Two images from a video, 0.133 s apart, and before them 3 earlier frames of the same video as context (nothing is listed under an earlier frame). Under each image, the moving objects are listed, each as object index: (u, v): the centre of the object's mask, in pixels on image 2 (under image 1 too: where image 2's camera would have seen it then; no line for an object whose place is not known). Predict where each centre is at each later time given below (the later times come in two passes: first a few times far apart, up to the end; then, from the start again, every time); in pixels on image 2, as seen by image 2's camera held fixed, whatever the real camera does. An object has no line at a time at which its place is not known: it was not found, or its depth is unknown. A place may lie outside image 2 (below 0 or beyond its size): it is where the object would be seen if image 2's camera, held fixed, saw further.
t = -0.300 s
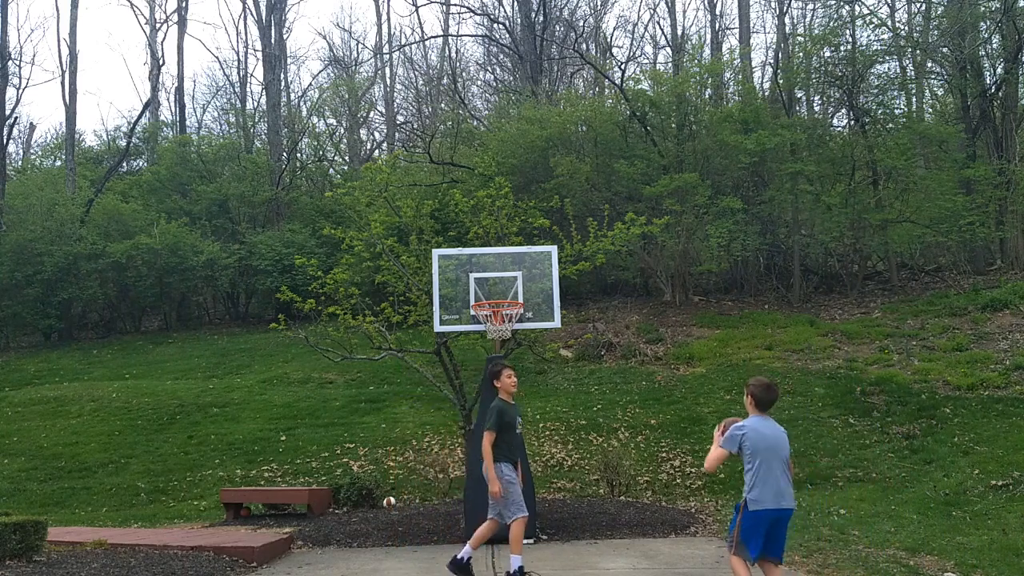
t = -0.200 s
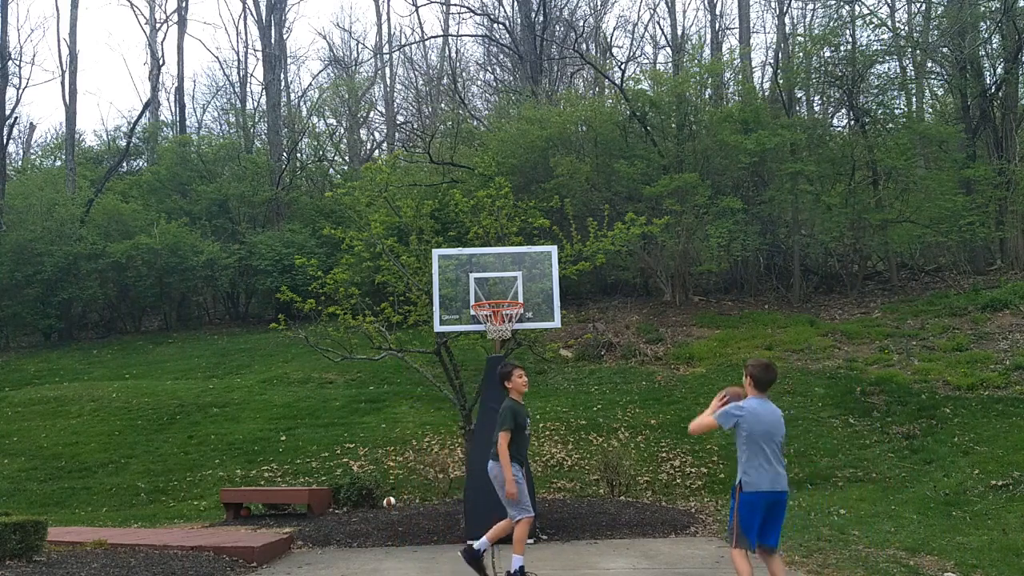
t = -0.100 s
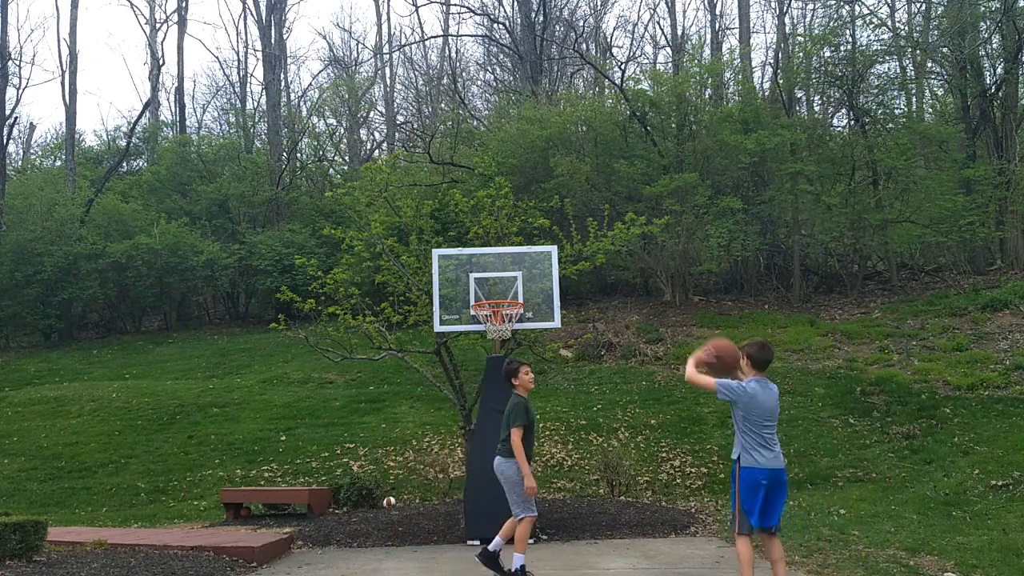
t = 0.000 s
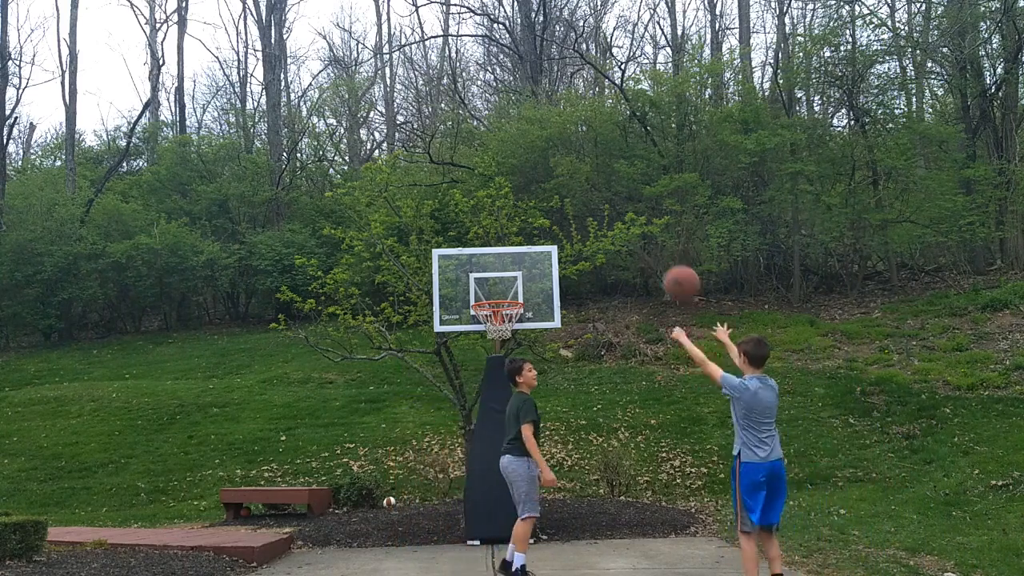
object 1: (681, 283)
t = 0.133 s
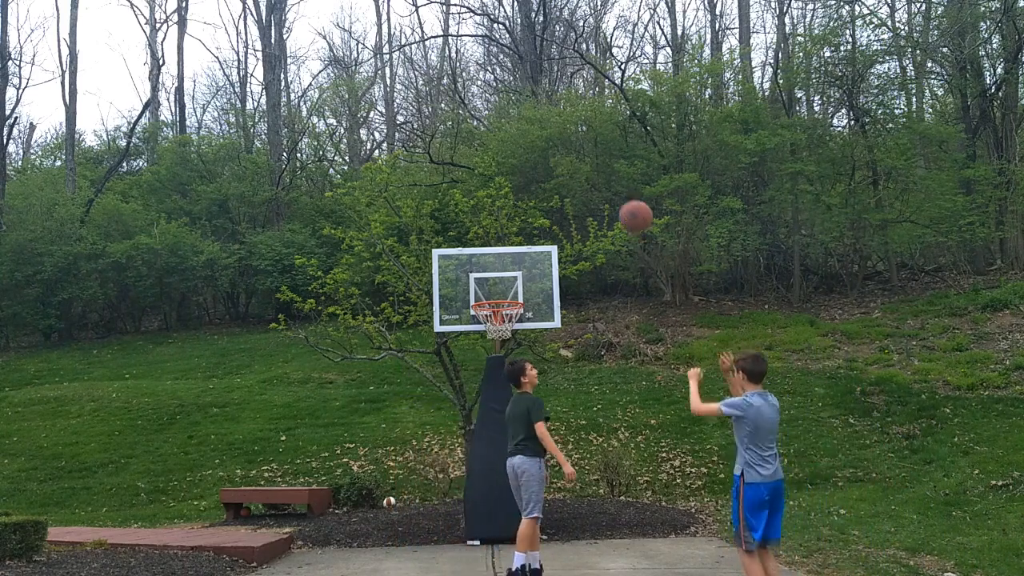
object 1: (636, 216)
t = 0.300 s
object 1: (589, 176)
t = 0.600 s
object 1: (525, 189)
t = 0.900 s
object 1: (476, 291)
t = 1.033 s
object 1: (451, 310)
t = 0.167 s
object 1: (625, 205)
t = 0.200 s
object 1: (616, 195)
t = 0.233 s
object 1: (607, 187)
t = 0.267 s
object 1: (598, 181)
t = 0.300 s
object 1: (589, 176)
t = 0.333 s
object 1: (581, 172)
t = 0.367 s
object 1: (573, 170)
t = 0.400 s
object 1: (566, 169)
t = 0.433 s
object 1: (559, 170)
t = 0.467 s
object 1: (551, 171)
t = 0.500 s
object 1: (545, 174)
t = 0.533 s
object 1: (538, 178)
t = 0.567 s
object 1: (532, 183)
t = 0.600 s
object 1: (525, 189)
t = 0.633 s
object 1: (520, 197)
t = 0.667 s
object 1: (513, 205)
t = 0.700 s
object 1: (508, 215)
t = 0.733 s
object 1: (502, 225)
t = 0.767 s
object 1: (497, 236)
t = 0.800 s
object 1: (492, 249)
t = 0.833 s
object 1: (486, 262)
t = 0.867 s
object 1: (481, 276)
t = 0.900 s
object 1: (476, 291)
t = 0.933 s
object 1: (469, 304)
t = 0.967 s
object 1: (465, 307)
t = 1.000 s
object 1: (458, 308)
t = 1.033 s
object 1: (451, 310)
